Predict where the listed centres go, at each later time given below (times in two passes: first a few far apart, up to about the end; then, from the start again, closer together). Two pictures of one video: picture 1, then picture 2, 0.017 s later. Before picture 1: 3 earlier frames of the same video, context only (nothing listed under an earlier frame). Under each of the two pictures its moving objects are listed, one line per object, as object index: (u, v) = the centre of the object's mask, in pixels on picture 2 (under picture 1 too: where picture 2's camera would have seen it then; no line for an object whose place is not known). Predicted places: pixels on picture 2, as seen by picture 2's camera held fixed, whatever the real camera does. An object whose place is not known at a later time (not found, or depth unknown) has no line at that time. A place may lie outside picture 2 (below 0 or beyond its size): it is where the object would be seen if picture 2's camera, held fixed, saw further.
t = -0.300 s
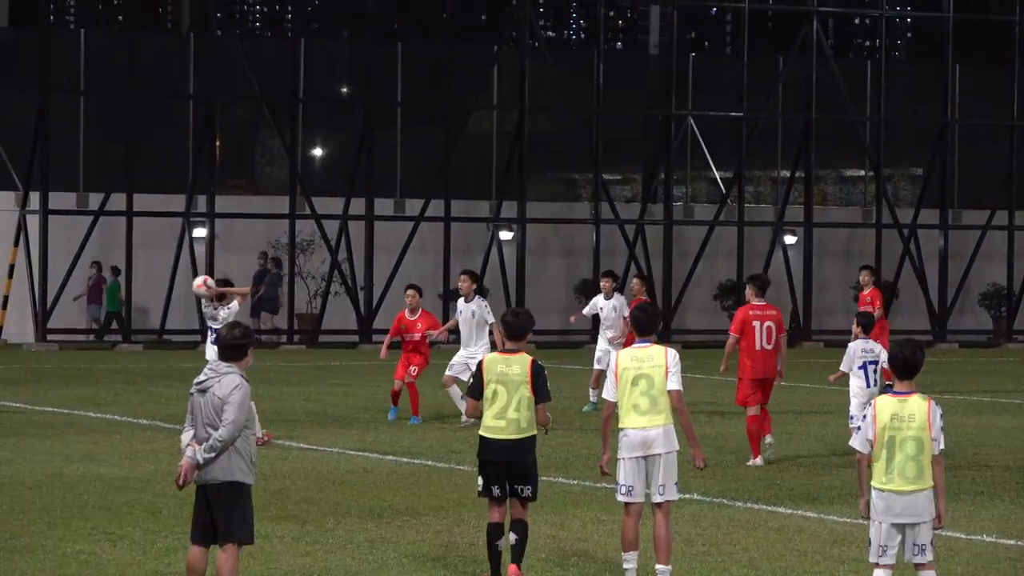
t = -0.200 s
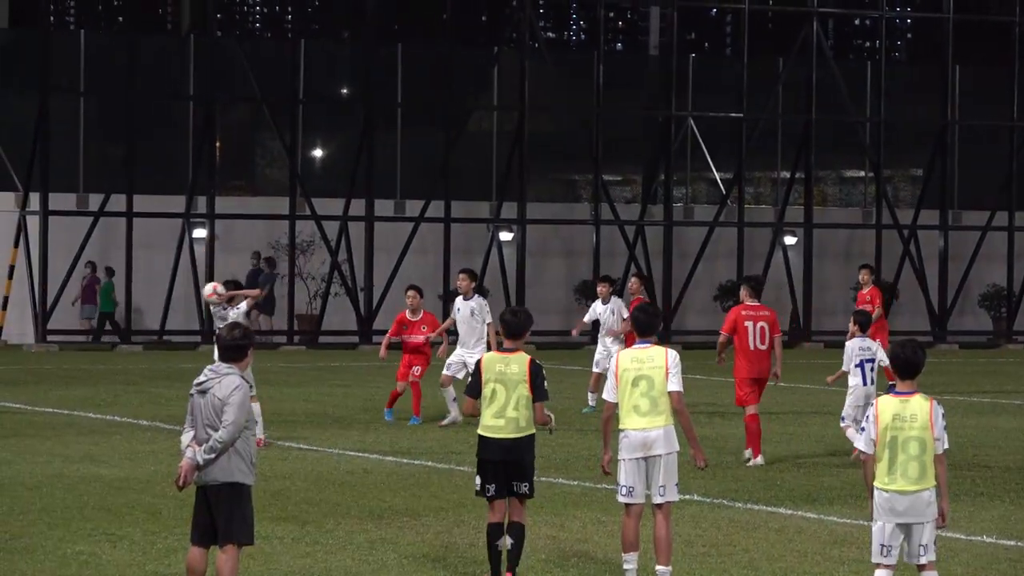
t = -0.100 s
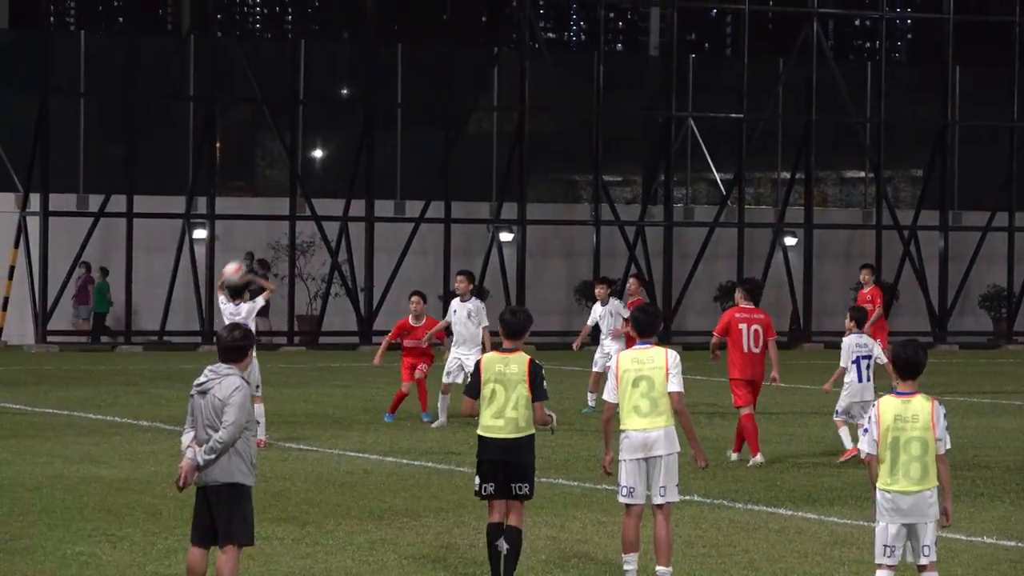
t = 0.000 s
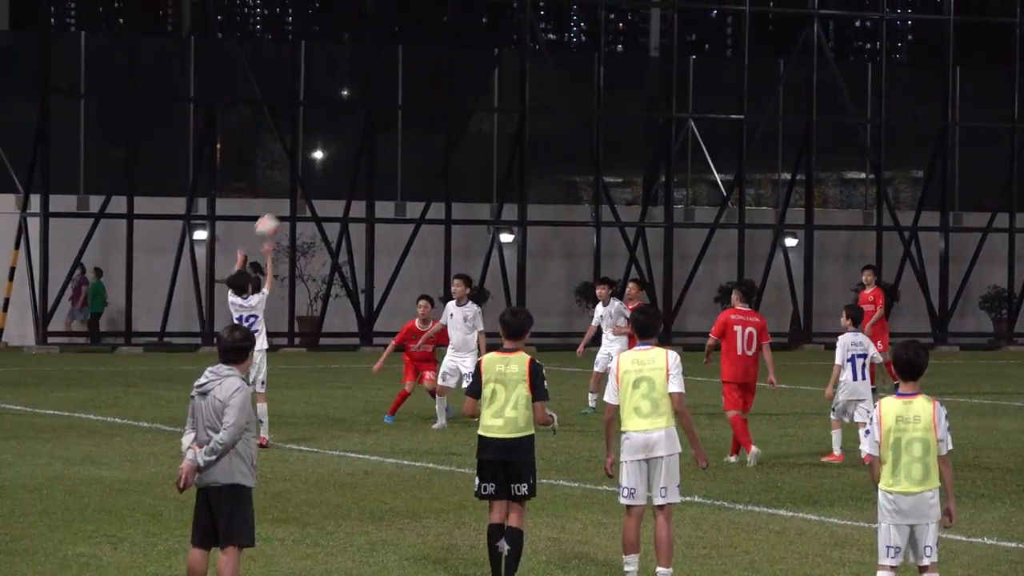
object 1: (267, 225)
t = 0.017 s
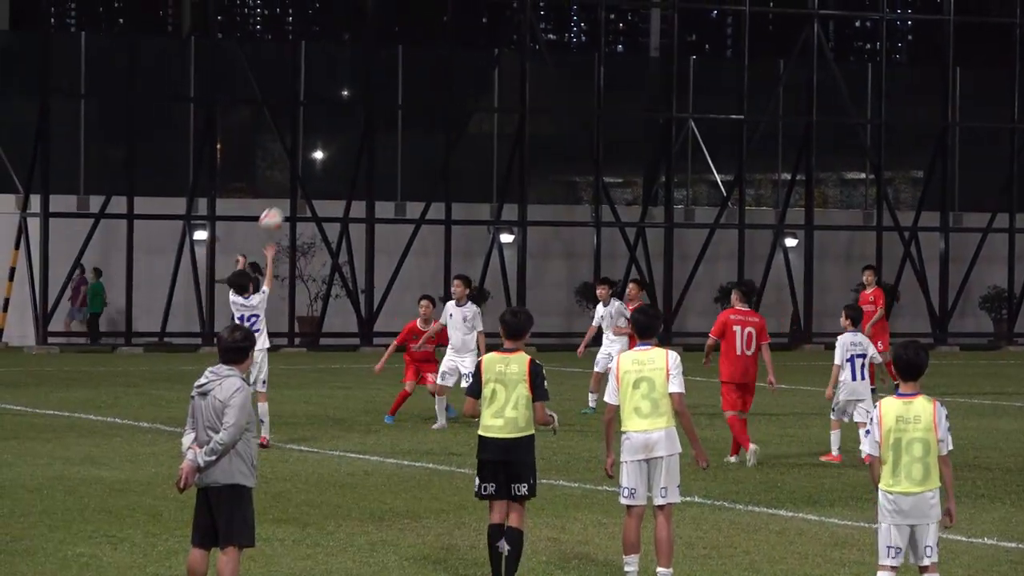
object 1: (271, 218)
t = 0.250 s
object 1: (336, 151)
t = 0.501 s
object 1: (395, 139)
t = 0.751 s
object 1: (444, 184)
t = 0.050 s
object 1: (282, 205)
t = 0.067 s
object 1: (287, 198)
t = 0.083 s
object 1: (292, 192)
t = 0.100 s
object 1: (296, 187)
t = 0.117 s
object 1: (300, 182)
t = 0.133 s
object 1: (305, 177)
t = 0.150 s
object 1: (310, 172)
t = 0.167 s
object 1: (314, 168)
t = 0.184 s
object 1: (318, 163)
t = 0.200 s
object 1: (323, 160)
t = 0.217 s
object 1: (326, 157)
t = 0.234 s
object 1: (331, 154)
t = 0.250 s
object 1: (336, 151)
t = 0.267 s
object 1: (339, 148)
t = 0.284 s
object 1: (344, 145)
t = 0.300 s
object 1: (348, 143)
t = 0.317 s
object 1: (352, 141)
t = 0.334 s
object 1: (356, 140)
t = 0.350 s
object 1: (360, 138)
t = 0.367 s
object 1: (364, 137)
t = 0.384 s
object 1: (368, 136)
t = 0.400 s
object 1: (372, 136)
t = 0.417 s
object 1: (376, 136)
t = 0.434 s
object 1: (380, 136)
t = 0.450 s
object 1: (384, 136)
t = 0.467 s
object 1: (387, 137)
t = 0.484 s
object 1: (391, 137)
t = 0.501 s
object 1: (395, 139)
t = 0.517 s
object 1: (398, 140)
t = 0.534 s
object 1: (402, 141)
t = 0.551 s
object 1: (405, 143)
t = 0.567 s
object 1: (409, 145)
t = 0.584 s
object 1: (412, 148)
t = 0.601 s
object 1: (416, 150)
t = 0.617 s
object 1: (419, 153)
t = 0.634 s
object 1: (422, 156)
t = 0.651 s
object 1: (426, 159)
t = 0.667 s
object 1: (429, 163)
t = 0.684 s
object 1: (432, 166)
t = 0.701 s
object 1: (435, 170)
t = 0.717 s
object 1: (438, 175)
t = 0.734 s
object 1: (441, 179)
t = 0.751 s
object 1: (444, 184)
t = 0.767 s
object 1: (447, 189)
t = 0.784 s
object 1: (450, 194)
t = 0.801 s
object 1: (453, 199)
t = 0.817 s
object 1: (456, 204)
